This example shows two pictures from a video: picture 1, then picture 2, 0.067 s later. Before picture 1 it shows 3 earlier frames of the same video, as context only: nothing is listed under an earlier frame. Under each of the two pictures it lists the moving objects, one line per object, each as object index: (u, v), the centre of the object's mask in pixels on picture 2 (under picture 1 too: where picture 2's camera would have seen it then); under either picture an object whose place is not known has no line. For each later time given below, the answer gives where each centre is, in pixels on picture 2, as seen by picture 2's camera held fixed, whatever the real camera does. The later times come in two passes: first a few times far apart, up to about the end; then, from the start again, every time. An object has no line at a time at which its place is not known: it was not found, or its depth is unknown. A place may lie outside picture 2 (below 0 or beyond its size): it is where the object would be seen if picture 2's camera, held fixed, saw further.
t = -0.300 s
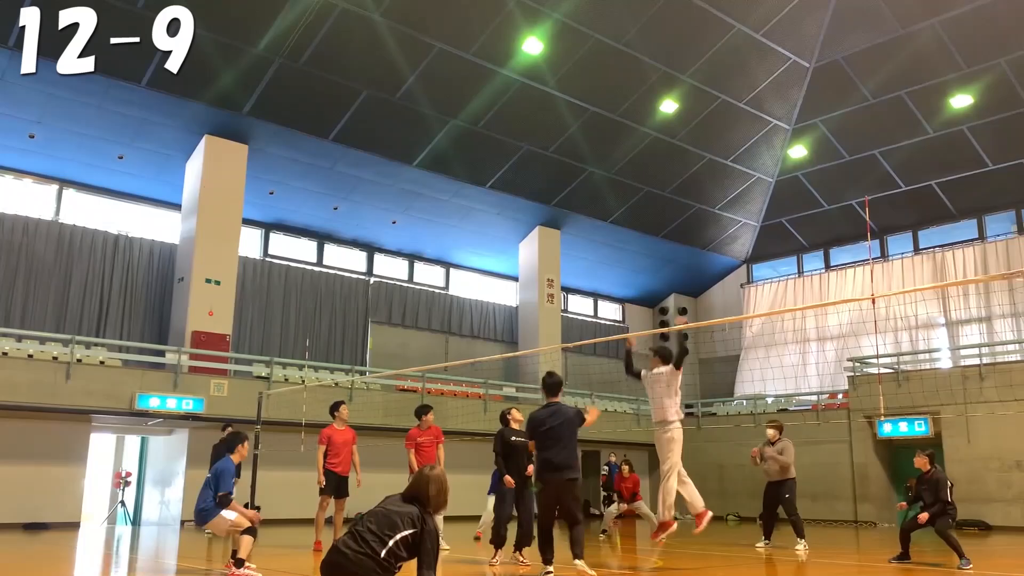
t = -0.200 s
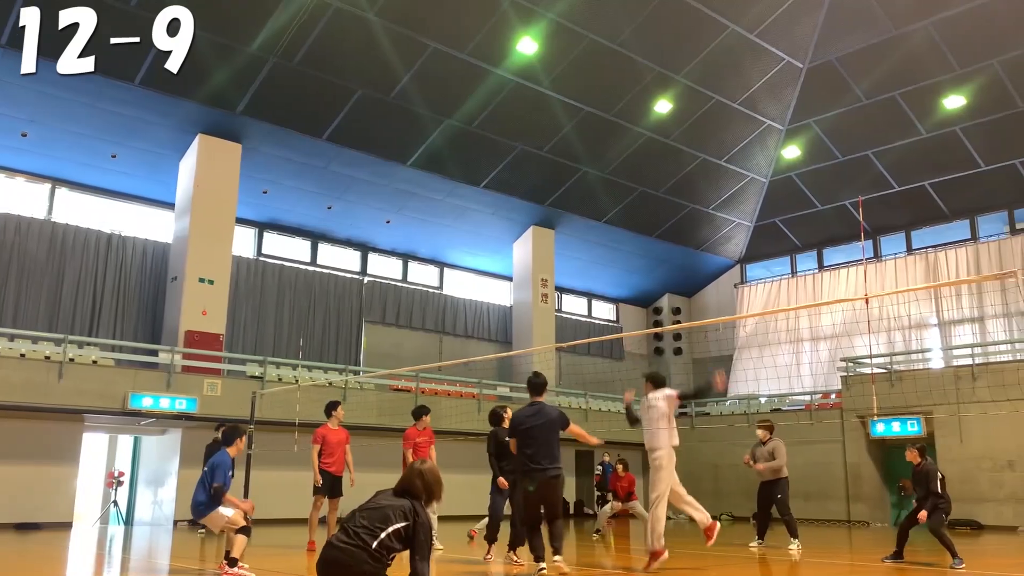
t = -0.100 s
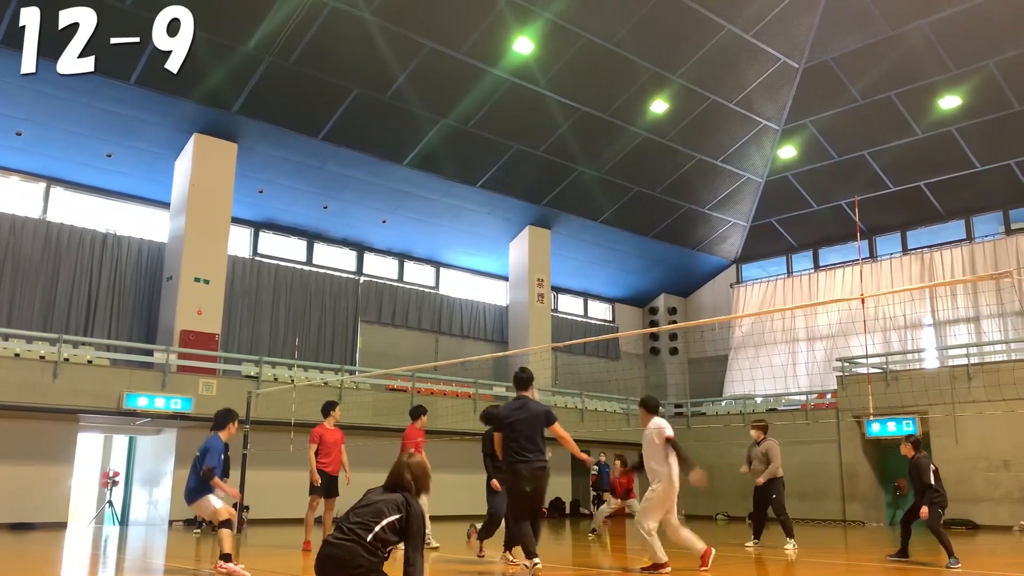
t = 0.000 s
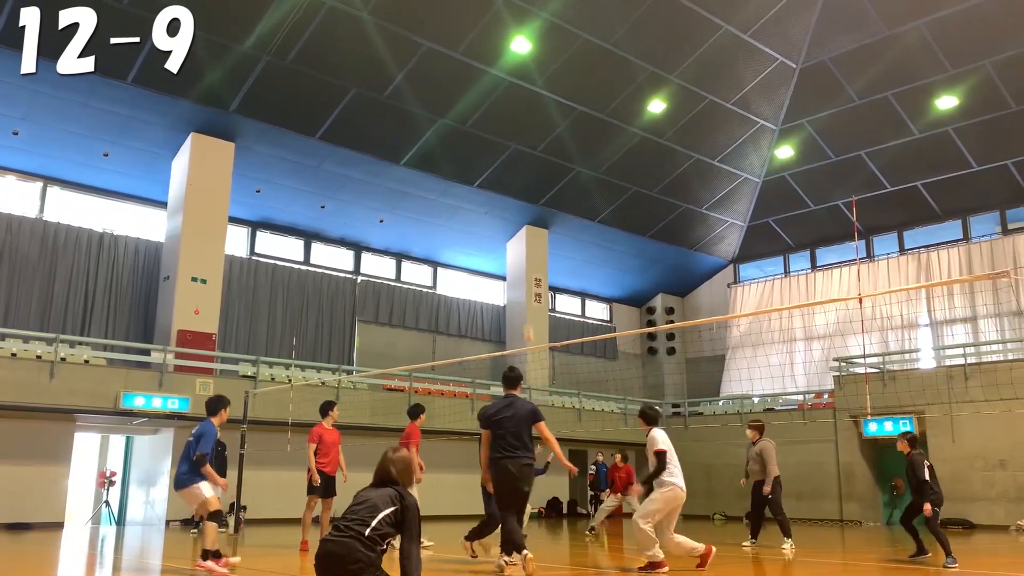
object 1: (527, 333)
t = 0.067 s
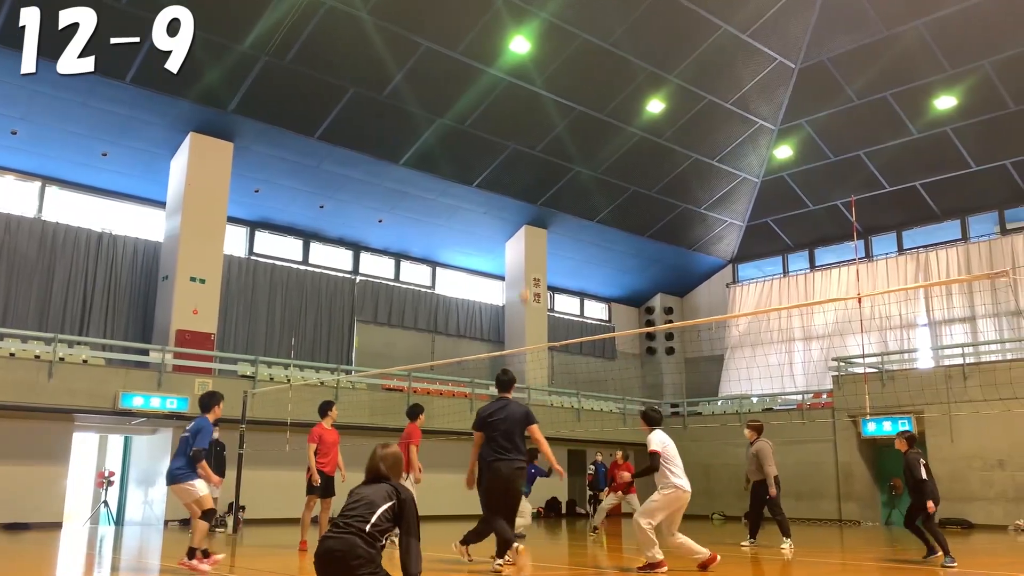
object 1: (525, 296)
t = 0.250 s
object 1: (517, 204)
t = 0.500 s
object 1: (505, 111)
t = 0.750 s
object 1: (491, 53)
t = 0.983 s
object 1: (477, 32)
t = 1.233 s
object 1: (461, 48)
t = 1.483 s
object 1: (444, 108)
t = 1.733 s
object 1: (429, 217)
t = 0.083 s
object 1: (524, 286)
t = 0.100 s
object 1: (523, 278)
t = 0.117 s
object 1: (522, 269)
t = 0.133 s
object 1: (521, 260)
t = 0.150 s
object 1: (522, 252)
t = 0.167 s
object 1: (520, 244)
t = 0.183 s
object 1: (519, 234)
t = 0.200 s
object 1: (519, 226)
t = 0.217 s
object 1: (519, 219)
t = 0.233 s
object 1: (518, 211)
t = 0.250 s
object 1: (517, 204)
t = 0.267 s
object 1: (516, 196)
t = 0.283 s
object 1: (516, 190)
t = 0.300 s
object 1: (515, 183)
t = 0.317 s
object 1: (514, 176)
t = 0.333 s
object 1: (513, 170)
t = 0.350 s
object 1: (512, 163)
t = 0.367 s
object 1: (512, 157)
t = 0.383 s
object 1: (511, 151)
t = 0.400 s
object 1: (510, 144)
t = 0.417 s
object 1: (509, 138)
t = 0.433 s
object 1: (508, 133)
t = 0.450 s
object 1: (508, 127)
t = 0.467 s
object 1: (507, 122)
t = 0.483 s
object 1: (506, 117)
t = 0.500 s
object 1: (505, 111)
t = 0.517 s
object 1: (504, 106)
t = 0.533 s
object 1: (503, 102)
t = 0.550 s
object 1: (503, 97)
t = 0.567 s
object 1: (502, 93)
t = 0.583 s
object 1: (501, 88)
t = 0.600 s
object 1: (500, 84)
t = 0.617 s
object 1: (499, 80)
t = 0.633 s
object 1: (498, 76)
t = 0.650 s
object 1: (497, 72)
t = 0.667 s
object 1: (496, 69)
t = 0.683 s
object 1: (495, 65)
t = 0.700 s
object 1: (494, 62)
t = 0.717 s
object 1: (493, 59)
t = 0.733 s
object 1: (492, 56)
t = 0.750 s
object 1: (491, 53)
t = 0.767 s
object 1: (490, 51)
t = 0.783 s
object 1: (489, 48)
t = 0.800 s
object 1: (488, 46)
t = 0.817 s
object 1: (487, 44)
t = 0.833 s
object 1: (486, 42)
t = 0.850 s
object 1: (485, 40)
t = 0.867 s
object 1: (484, 39)
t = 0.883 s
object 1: (483, 37)
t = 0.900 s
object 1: (482, 36)
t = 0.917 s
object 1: (481, 35)
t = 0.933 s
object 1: (480, 34)
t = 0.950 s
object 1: (479, 33)
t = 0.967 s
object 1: (478, 33)
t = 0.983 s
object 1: (477, 32)
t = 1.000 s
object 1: (476, 32)
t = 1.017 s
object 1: (475, 32)
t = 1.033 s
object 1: (474, 32)
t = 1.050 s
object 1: (473, 32)
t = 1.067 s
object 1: (472, 33)
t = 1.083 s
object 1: (471, 33)
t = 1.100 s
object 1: (470, 34)
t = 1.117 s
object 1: (468, 35)
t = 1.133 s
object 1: (467, 36)
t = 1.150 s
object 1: (466, 38)
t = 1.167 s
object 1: (465, 39)
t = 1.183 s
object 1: (464, 41)
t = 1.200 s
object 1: (463, 43)
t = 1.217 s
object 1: (462, 45)
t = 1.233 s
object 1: (461, 48)
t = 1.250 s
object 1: (459, 50)
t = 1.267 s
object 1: (458, 53)
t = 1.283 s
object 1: (457, 56)
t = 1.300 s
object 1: (456, 59)
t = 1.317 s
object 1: (454, 63)
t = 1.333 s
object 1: (454, 66)
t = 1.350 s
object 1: (453, 70)
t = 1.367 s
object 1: (451, 74)
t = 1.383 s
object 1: (450, 78)
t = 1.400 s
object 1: (449, 83)
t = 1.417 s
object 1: (448, 87)
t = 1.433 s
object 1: (447, 92)
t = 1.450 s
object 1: (446, 97)
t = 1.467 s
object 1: (445, 103)
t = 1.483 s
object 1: (444, 108)
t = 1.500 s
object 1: (442, 113)
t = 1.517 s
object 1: (441, 120)
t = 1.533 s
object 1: (441, 126)
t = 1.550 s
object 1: (440, 132)
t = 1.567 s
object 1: (438, 139)
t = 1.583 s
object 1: (437, 146)
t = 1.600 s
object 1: (436, 153)
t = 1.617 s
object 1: (435, 160)
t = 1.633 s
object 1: (434, 167)
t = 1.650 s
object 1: (433, 175)
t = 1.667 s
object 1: (432, 183)
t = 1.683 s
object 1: (431, 191)
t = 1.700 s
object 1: (430, 200)
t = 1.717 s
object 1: (430, 208)
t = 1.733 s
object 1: (429, 217)
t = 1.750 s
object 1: (428, 227)
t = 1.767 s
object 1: (427, 236)
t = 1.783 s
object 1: (425, 245)
